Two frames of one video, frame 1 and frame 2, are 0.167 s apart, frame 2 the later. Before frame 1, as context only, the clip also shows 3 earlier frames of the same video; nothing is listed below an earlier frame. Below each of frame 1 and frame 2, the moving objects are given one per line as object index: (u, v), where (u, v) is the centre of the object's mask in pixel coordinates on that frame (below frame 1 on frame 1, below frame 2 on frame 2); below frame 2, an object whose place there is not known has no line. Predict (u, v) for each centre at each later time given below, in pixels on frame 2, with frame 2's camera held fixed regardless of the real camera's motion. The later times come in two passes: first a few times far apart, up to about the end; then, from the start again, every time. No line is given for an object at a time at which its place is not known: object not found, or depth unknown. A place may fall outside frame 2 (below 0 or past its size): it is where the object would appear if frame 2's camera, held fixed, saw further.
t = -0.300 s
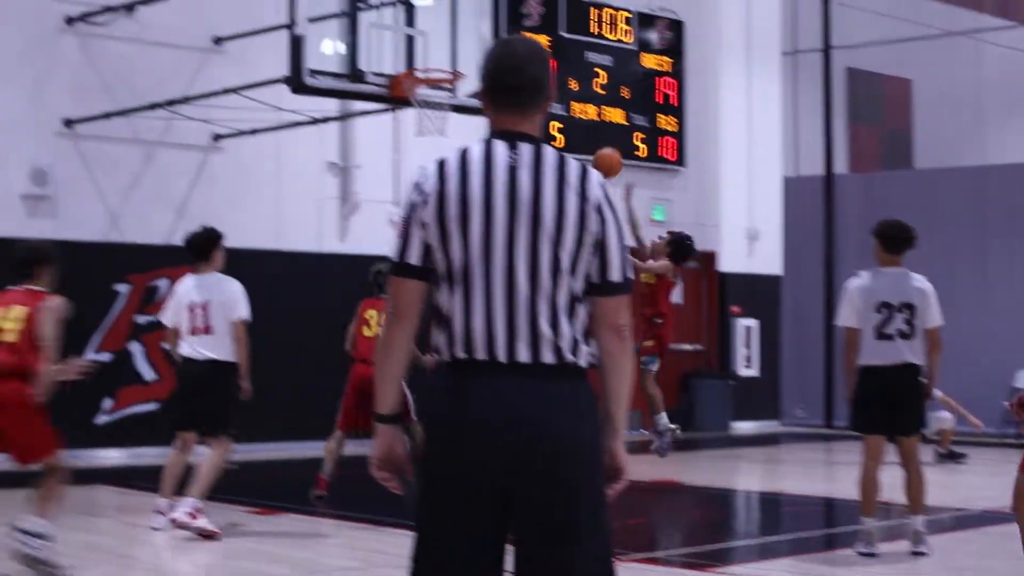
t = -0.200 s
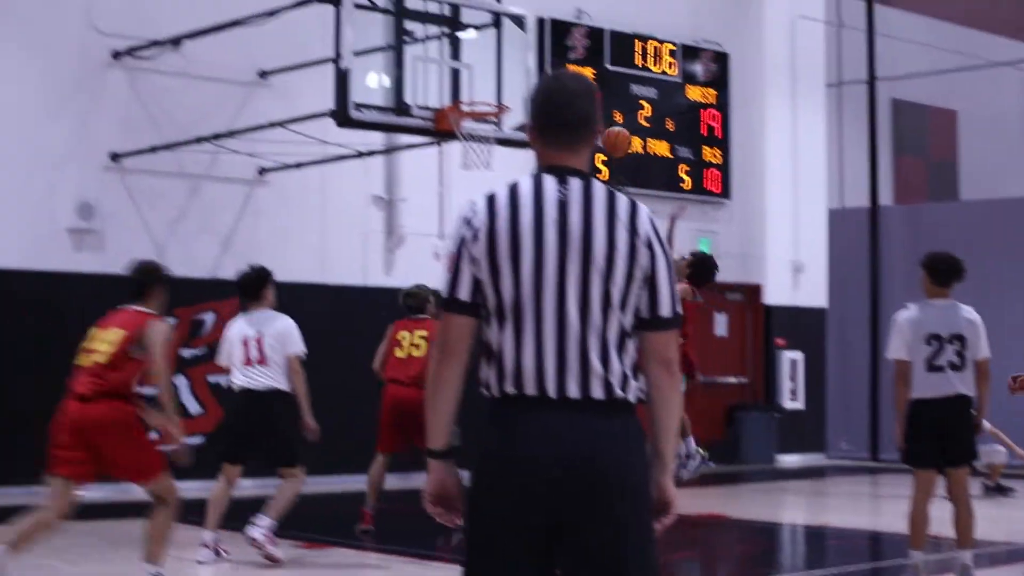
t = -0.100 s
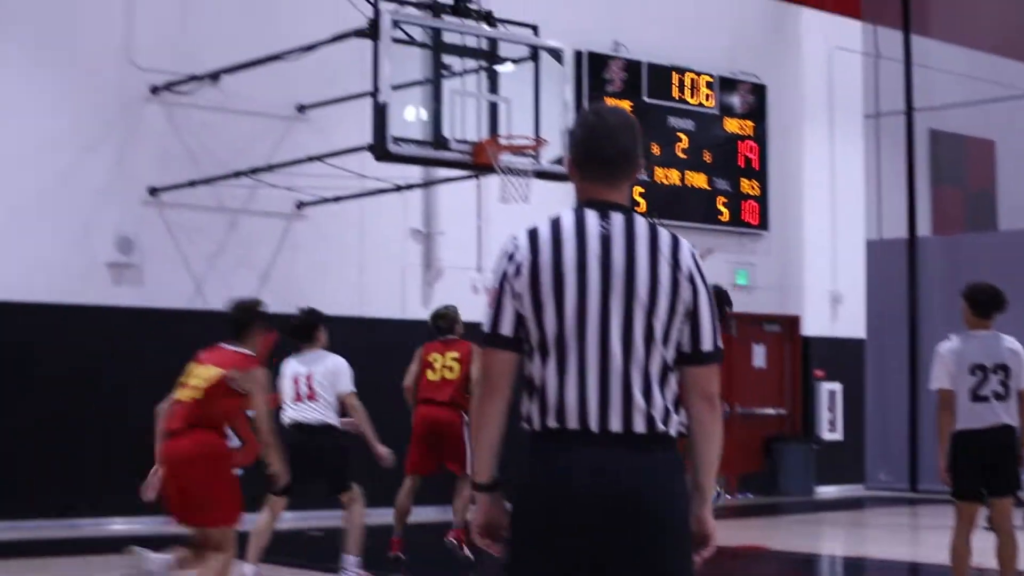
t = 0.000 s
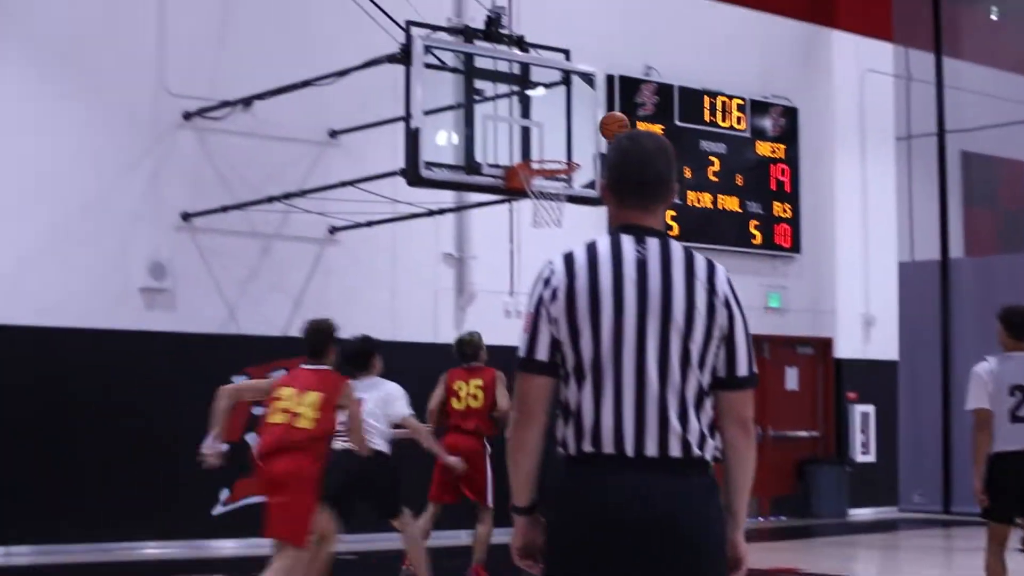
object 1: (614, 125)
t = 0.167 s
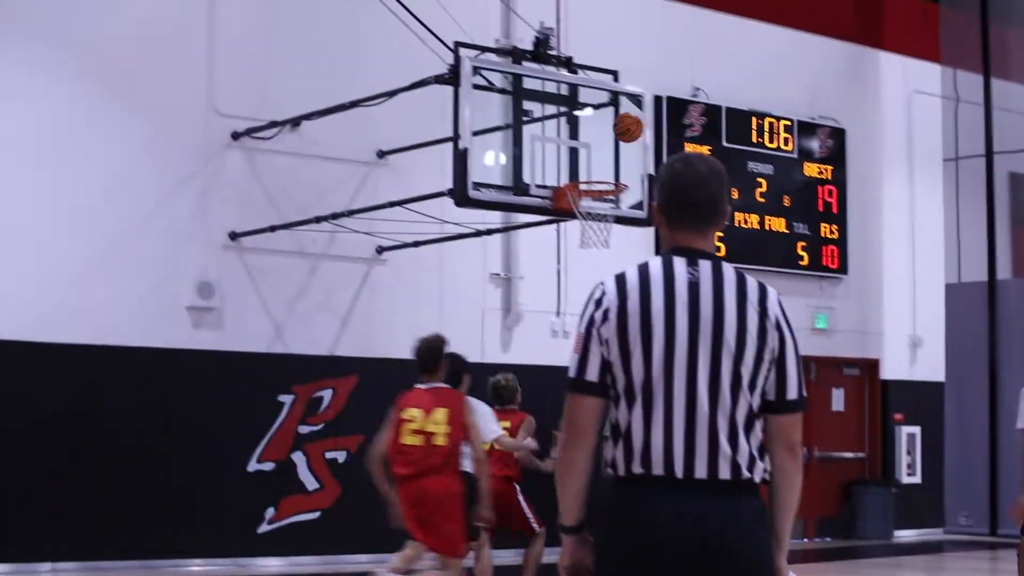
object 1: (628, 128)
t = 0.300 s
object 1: (623, 136)
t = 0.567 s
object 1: (588, 174)
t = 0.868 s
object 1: (608, 197)
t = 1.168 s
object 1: (601, 238)
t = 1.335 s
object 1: (587, 291)
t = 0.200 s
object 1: (627, 128)
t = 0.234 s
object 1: (625, 129)
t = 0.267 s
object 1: (624, 132)
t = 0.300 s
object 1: (623, 136)
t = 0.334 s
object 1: (621, 142)
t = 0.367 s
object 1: (620, 150)
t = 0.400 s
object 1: (618, 159)
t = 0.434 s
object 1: (617, 169)
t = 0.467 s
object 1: (613, 175)
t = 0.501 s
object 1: (604, 173)
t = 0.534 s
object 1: (596, 174)
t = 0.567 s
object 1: (588, 174)
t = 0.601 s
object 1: (580, 177)
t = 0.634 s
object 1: (584, 175)
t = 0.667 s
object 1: (588, 175)
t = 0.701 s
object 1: (592, 176)
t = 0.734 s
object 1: (596, 185)
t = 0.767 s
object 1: (600, 188)
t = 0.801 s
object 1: (603, 190)
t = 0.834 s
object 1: (605, 194)
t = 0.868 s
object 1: (608, 197)
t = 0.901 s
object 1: (609, 204)
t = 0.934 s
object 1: (612, 209)
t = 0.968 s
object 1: (613, 213)
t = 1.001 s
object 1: (613, 217)
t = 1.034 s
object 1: (611, 219)
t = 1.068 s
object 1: (610, 222)
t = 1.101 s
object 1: (608, 225)
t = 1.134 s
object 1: (604, 229)
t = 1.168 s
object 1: (601, 238)
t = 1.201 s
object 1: (599, 245)
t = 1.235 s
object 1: (596, 255)
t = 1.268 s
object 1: (593, 265)
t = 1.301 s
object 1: (590, 277)
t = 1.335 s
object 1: (587, 291)
